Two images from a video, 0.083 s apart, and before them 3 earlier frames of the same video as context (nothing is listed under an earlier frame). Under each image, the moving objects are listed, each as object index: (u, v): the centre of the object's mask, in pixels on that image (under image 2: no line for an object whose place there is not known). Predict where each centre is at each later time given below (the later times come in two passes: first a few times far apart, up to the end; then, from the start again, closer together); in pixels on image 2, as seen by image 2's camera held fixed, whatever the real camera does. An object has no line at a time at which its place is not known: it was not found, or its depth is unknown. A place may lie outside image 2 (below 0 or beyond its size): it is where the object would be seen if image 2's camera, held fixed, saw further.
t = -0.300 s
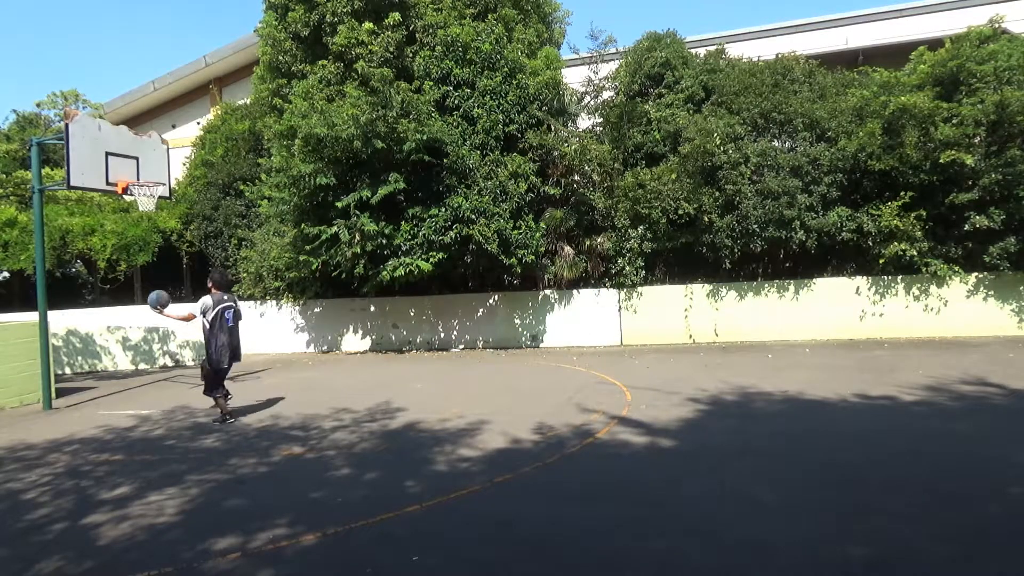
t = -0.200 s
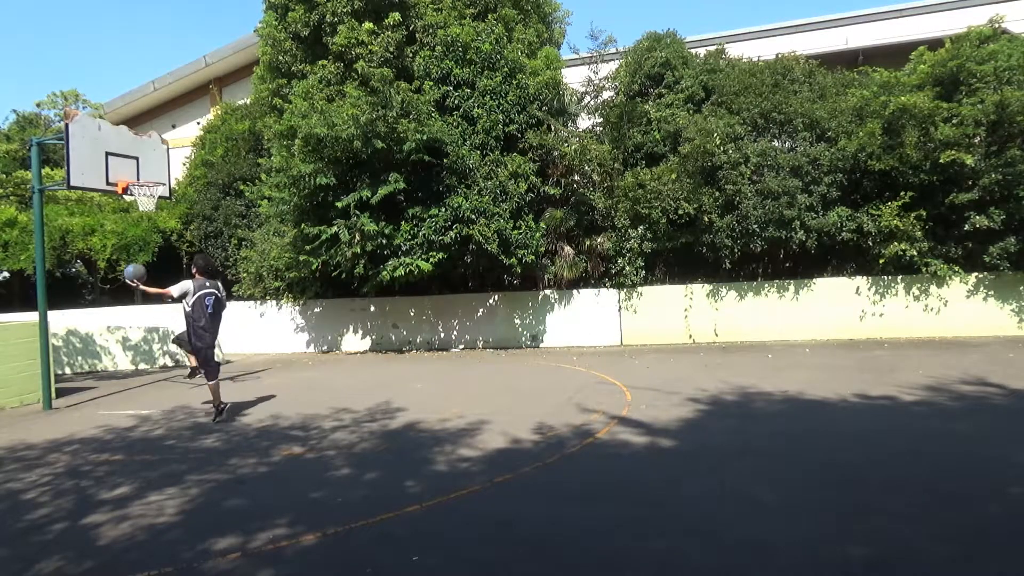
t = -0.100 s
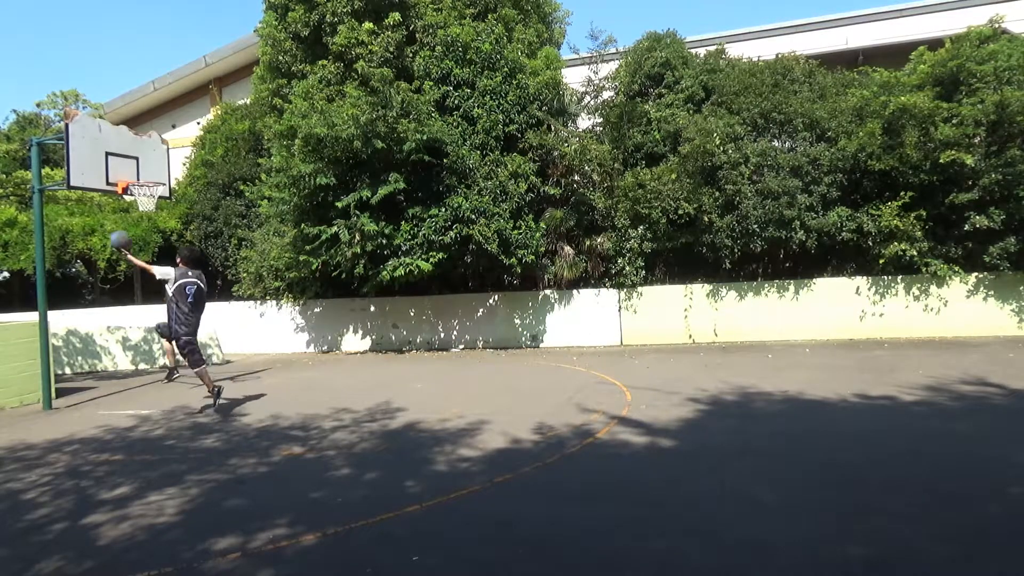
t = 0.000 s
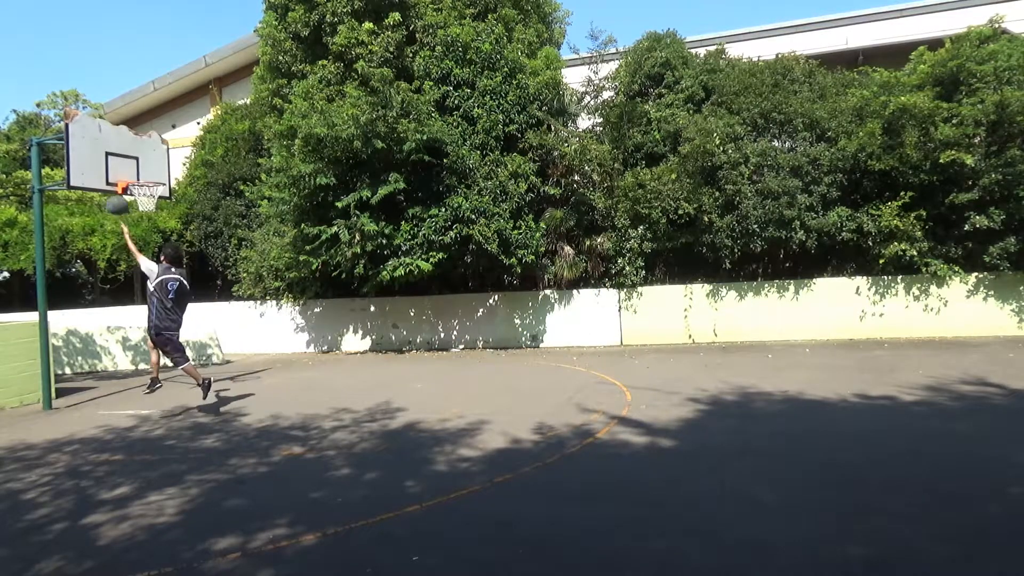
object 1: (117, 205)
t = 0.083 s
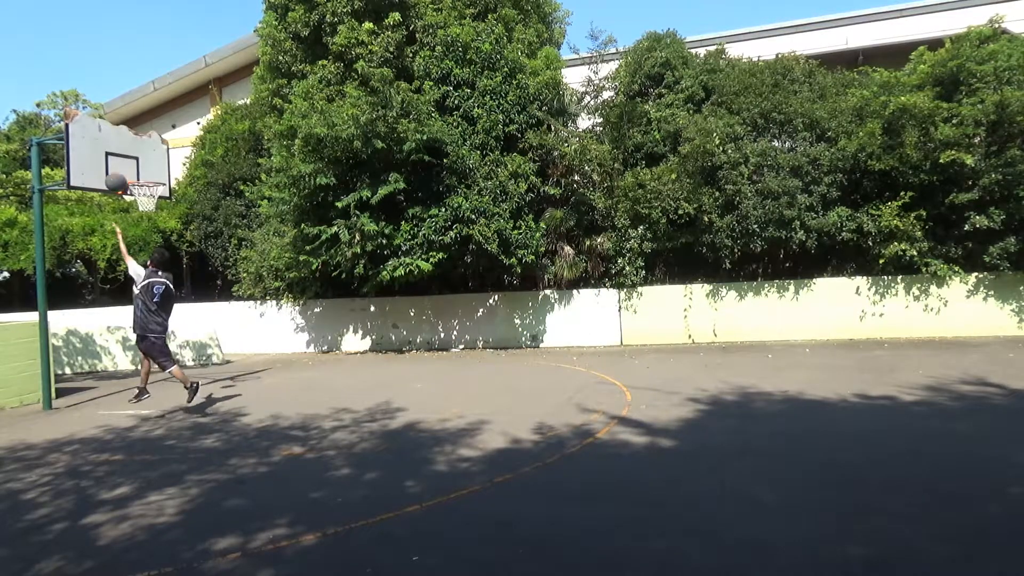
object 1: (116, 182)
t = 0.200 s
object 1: (114, 160)
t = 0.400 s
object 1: (113, 149)
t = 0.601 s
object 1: (120, 162)
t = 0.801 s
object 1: (142, 174)
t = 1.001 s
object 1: (147, 183)
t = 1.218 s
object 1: (139, 200)
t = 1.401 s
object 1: (144, 216)
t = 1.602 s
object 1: (154, 267)
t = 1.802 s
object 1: (164, 345)
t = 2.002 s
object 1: (172, 371)
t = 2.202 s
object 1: (179, 306)
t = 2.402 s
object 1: (187, 271)
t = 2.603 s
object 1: (196, 264)
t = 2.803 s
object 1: (208, 286)
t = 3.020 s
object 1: (223, 347)
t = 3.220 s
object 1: (236, 385)
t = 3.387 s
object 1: (245, 337)
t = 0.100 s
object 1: (115, 179)
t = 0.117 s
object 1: (115, 175)
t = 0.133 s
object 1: (115, 171)
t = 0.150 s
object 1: (115, 169)
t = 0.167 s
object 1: (114, 165)
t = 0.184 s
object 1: (114, 163)
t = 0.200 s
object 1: (114, 160)
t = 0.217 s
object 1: (114, 158)
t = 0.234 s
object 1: (114, 156)
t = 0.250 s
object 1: (114, 155)
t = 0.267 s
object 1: (114, 153)
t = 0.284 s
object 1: (114, 152)
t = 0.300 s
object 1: (113, 151)
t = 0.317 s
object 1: (113, 150)
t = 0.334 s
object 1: (114, 149)
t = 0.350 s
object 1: (114, 149)
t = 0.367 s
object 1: (113, 149)
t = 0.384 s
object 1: (113, 149)
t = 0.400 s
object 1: (113, 149)
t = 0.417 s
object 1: (114, 149)
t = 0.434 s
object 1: (114, 149)
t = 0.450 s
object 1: (114, 151)
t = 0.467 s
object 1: (113, 152)
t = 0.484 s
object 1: (114, 153)
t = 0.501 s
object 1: (114, 154)
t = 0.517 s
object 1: (113, 156)
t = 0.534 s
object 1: (113, 157)
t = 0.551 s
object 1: (114, 159)
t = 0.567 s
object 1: (116, 160)
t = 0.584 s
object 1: (118, 161)
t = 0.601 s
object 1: (120, 162)
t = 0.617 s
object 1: (122, 163)
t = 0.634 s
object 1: (123, 165)
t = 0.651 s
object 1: (125, 167)
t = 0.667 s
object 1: (126, 169)
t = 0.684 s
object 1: (128, 171)
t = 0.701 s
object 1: (130, 173)
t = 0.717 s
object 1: (132, 173)
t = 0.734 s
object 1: (134, 174)
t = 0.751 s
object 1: (136, 173)
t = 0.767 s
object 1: (138, 173)
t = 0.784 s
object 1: (140, 174)
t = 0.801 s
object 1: (142, 174)
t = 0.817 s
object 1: (145, 174)
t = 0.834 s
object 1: (147, 175)
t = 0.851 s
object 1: (149, 176)
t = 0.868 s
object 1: (151, 176)
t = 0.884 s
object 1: (153, 180)
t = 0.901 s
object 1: (155, 181)
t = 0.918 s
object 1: (153, 181)
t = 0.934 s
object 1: (152, 181)
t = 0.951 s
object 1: (151, 181)
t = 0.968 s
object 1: (149, 182)
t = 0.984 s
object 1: (148, 182)
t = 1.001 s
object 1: (147, 183)
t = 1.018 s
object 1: (146, 184)
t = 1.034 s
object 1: (144, 185)
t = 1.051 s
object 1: (143, 186)
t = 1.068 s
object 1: (141, 187)
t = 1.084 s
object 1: (139, 189)
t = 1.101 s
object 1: (140, 189)
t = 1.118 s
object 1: (140, 189)
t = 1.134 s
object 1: (138, 190)
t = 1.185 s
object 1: (139, 201)
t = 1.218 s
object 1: (139, 200)
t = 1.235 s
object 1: (140, 200)
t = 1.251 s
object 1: (140, 201)
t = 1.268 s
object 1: (141, 201)
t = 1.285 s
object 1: (141, 202)
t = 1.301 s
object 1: (141, 204)
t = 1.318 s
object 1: (142, 205)
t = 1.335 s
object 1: (142, 207)
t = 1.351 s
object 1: (142, 209)
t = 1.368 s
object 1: (143, 211)
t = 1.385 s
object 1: (143, 213)
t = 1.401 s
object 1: (144, 216)
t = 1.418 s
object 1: (145, 218)
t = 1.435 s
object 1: (145, 221)
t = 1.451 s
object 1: (146, 225)
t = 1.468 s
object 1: (146, 229)
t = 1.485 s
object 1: (147, 232)
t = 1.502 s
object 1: (148, 237)
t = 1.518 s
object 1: (148, 241)
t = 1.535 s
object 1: (150, 246)
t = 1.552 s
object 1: (151, 251)
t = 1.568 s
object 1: (152, 256)
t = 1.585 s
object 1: (153, 261)
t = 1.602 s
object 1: (154, 267)
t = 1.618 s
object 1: (154, 272)
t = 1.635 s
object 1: (155, 278)
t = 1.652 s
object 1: (156, 284)
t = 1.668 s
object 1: (157, 289)
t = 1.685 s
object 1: (157, 295)
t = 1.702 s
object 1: (158, 302)
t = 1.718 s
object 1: (159, 308)
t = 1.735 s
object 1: (160, 315)
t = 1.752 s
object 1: (161, 323)
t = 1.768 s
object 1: (162, 330)
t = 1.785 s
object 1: (162, 336)
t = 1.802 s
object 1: (164, 345)
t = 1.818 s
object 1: (165, 353)
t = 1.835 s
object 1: (166, 359)
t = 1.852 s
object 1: (167, 369)
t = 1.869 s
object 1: (168, 377)
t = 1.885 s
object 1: (168, 386)
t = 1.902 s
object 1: (170, 395)
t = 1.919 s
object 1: (171, 403)
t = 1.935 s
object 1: (171, 399)
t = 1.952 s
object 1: (171, 391)
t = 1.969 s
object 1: (172, 384)
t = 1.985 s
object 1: (172, 378)
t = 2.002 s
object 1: (172, 371)
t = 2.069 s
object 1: (175, 347)
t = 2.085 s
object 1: (175, 341)
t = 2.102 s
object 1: (176, 335)
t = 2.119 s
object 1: (176, 330)
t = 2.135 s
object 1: (177, 325)
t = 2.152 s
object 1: (177, 320)
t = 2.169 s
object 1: (178, 315)
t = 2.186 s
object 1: (178, 310)
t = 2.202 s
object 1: (179, 306)
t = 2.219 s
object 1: (180, 302)
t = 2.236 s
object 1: (180, 298)
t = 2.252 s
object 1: (181, 294)
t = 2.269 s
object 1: (181, 291)
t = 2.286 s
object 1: (182, 289)
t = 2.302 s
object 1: (183, 285)
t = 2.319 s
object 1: (184, 282)
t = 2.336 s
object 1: (184, 279)
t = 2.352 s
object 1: (185, 277)
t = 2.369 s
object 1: (185, 275)
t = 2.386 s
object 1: (186, 272)
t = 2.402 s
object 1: (187, 271)
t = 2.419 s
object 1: (188, 269)
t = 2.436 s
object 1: (188, 267)
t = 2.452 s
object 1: (189, 266)
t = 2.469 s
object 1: (190, 265)
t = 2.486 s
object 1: (190, 264)
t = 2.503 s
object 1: (191, 264)
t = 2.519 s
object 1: (192, 263)
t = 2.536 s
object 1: (193, 263)
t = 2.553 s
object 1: (193, 263)
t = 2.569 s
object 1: (194, 263)
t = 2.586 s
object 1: (195, 263)
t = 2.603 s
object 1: (196, 264)
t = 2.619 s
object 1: (197, 265)
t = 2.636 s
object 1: (199, 266)
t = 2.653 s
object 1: (199, 267)
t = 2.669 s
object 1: (200, 268)
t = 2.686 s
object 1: (201, 270)
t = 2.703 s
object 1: (202, 272)
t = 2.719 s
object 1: (203, 274)
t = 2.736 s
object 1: (204, 276)
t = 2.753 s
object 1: (205, 278)
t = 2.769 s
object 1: (206, 281)
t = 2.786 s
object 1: (207, 283)
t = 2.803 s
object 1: (208, 286)
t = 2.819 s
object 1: (209, 290)
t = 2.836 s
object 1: (210, 293)
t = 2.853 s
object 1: (211, 297)
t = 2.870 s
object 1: (212, 301)
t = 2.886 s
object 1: (214, 305)
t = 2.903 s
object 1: (215, 310)
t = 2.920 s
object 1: (216, 315)
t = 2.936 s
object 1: (217, 320)
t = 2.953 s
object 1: (218, 325)
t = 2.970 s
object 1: (219, 330)
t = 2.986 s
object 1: (220, 336)
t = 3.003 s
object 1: (222, 341)
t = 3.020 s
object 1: (223, 347)
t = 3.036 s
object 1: (224, 354)
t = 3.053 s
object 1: (226, 360)
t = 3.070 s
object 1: (227, 366)
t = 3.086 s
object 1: (228, 373)
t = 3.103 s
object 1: (229, 380)
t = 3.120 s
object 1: (230, 387)
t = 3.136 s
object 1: (232, 395)
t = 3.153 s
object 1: (233, 403)
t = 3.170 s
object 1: (234, 403)
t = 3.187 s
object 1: (234, 397)
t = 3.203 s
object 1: (235, 391)
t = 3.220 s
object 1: (236, 385)
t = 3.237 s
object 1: (237, 380)
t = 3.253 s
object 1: (238, 375)
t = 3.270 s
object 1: (239, 369)
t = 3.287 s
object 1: (240, 363)
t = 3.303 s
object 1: (240, 359)
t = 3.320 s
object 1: (241, 354)
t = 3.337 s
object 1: (242, 349)
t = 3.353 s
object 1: (243, 345)
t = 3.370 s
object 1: (244, 341)
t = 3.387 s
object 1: (245, 337)
